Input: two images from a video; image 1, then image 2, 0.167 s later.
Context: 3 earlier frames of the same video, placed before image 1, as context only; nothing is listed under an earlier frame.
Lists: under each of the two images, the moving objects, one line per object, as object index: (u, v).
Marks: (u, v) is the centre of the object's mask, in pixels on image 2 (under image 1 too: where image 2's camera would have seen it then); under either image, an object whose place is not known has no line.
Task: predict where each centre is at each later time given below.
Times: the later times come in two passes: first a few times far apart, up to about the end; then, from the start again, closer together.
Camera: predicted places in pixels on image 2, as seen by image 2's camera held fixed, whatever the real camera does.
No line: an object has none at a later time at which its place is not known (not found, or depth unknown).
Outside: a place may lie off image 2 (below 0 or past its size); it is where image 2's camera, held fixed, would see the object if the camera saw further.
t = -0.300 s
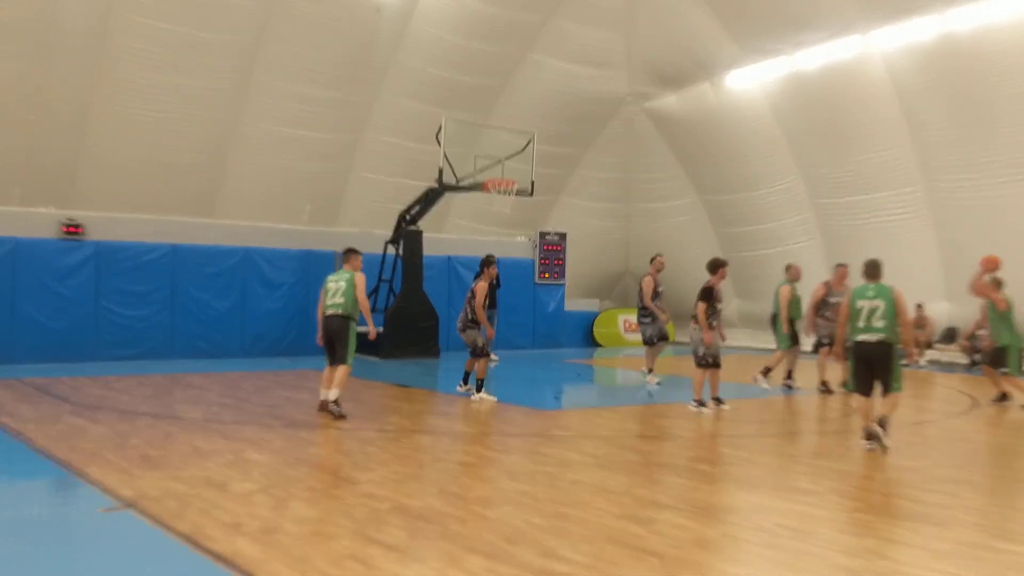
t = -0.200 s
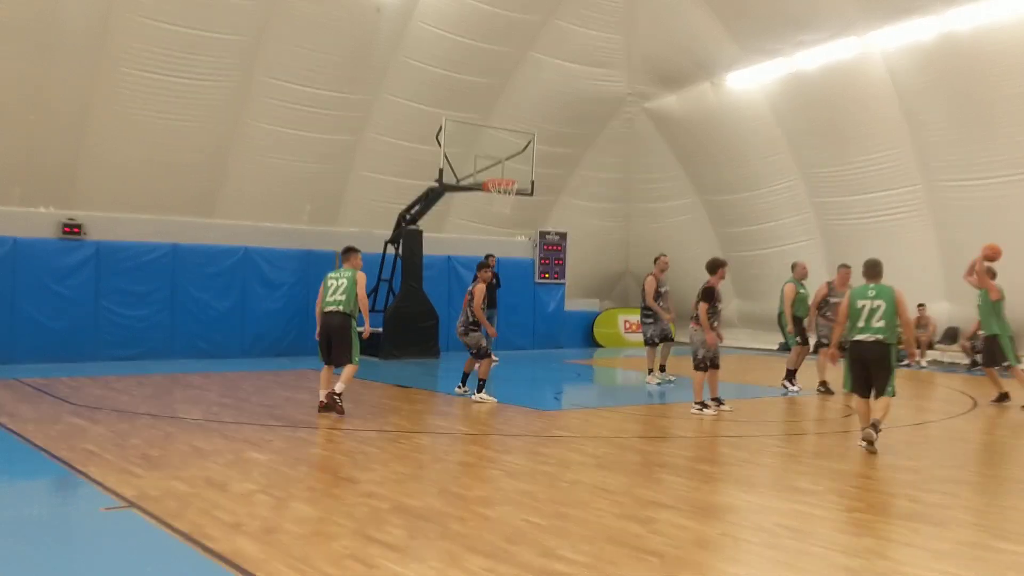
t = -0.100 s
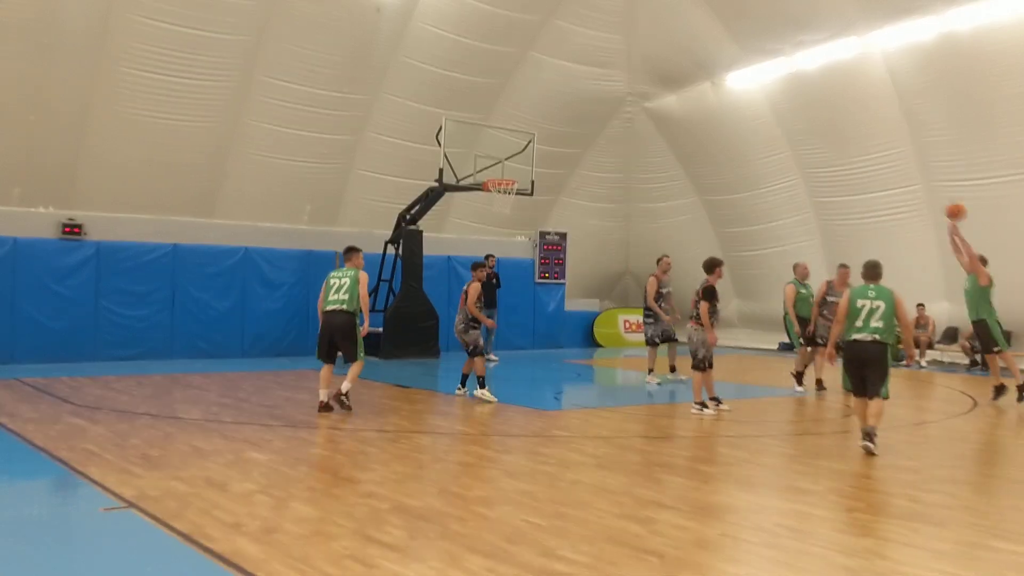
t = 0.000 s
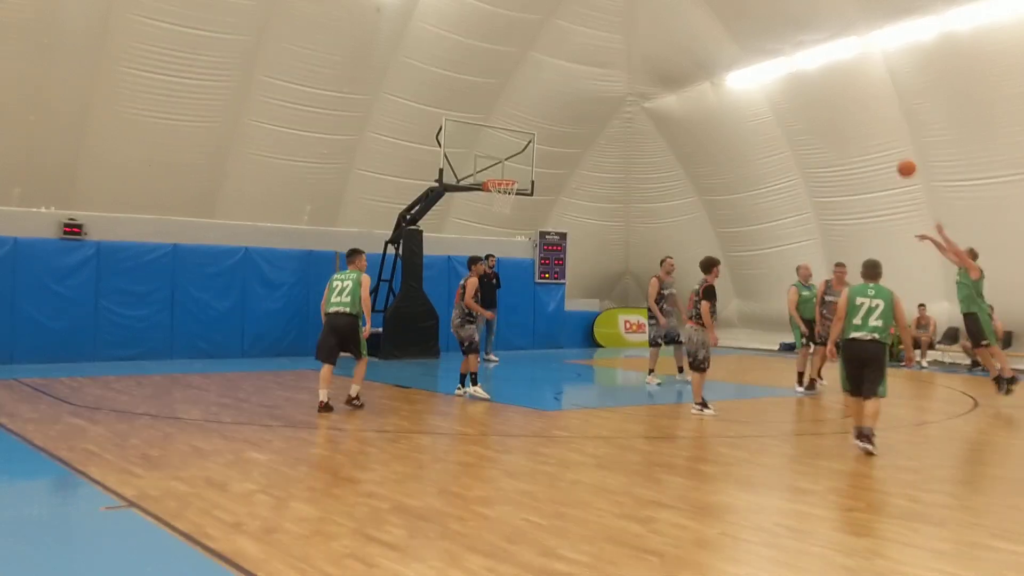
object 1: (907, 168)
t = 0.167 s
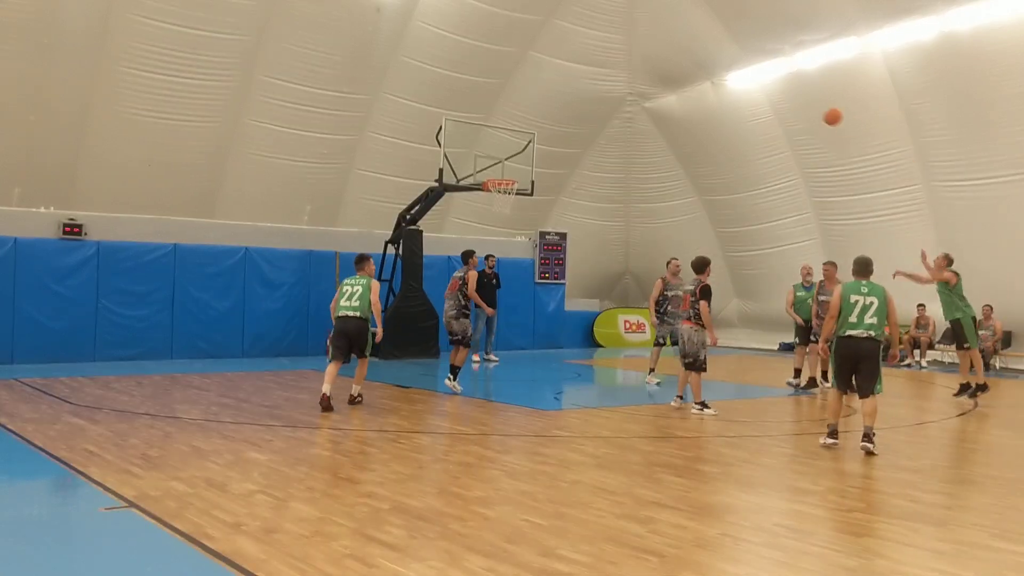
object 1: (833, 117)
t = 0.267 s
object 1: (790, 97)
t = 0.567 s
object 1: (673, 81)
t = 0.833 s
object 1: (581, 117)
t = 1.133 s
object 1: (514, 167)
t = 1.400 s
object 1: (566, 149)
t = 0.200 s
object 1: (818, 109)
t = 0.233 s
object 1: (804, 103)
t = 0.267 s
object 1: (790, 97)
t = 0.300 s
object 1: (776, 92)
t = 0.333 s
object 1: (762, 88)
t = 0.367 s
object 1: (749, 85)
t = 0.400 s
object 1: (736, 82)
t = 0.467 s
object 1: (710, 79)
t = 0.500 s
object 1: (698, 79)
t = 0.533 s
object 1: (685, 80)
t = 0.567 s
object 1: (673, 81)
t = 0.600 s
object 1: (661, 83)
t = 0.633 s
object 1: (648, 86)
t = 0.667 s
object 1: (637, 90)
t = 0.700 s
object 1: (625, 94)
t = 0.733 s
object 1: (614, 99)
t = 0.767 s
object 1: (602, 105)
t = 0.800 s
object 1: (592, 111)
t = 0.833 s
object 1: (581, 117)
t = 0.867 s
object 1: (570, 125)
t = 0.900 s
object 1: (559, 132)
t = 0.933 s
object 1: (549, 141)
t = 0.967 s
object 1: (538, 150)
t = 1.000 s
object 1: (528, 160)
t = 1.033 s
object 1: (518, 170)
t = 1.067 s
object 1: (511, 175)
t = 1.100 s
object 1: (509, 172)
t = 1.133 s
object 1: (514, 167)
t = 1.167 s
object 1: (521, 162)
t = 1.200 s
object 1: (527, 159)
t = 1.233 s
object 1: (534, 155)
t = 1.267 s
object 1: (540, 153)
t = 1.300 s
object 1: (547, 151)
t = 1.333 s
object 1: (553, 150)
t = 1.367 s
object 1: (560, 149)
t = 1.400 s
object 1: (566, 149)
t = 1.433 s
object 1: (572, 149)
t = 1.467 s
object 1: (579, 151)
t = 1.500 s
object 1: (586, 153)
